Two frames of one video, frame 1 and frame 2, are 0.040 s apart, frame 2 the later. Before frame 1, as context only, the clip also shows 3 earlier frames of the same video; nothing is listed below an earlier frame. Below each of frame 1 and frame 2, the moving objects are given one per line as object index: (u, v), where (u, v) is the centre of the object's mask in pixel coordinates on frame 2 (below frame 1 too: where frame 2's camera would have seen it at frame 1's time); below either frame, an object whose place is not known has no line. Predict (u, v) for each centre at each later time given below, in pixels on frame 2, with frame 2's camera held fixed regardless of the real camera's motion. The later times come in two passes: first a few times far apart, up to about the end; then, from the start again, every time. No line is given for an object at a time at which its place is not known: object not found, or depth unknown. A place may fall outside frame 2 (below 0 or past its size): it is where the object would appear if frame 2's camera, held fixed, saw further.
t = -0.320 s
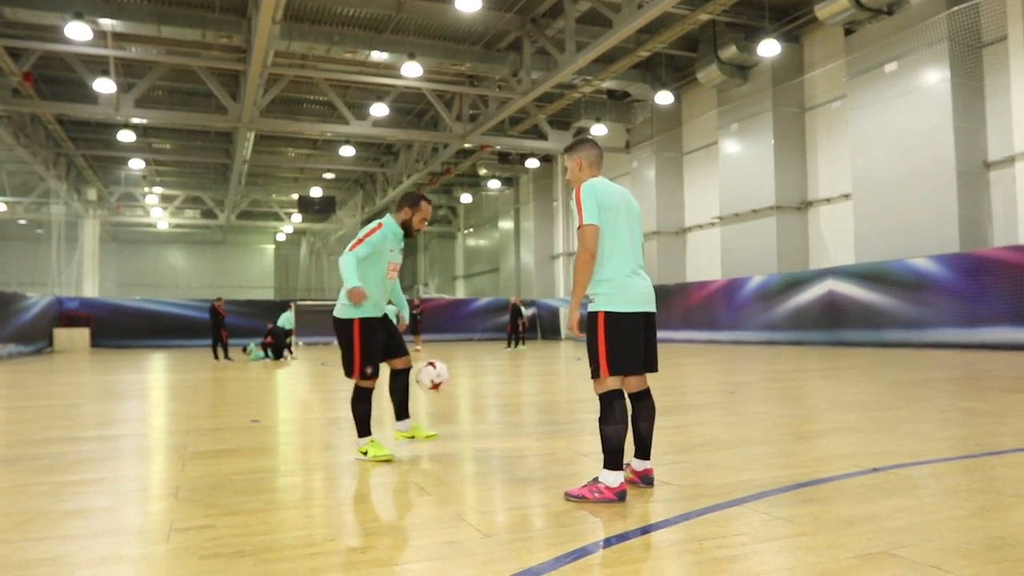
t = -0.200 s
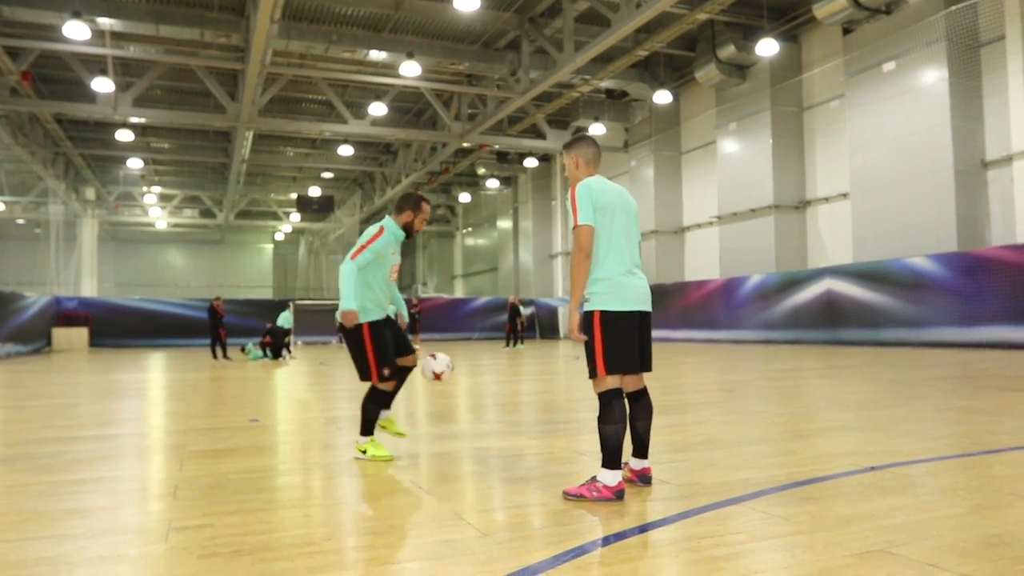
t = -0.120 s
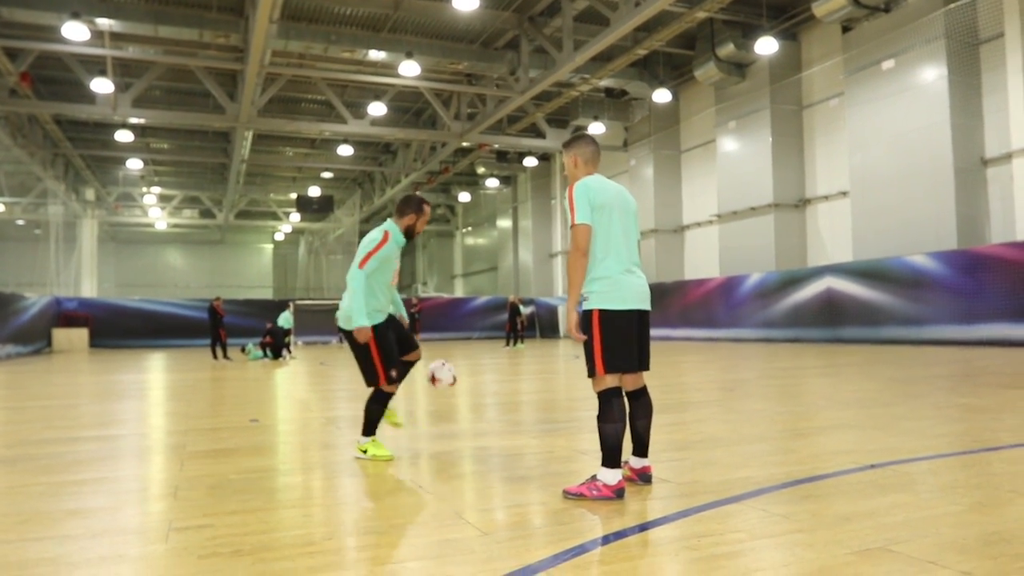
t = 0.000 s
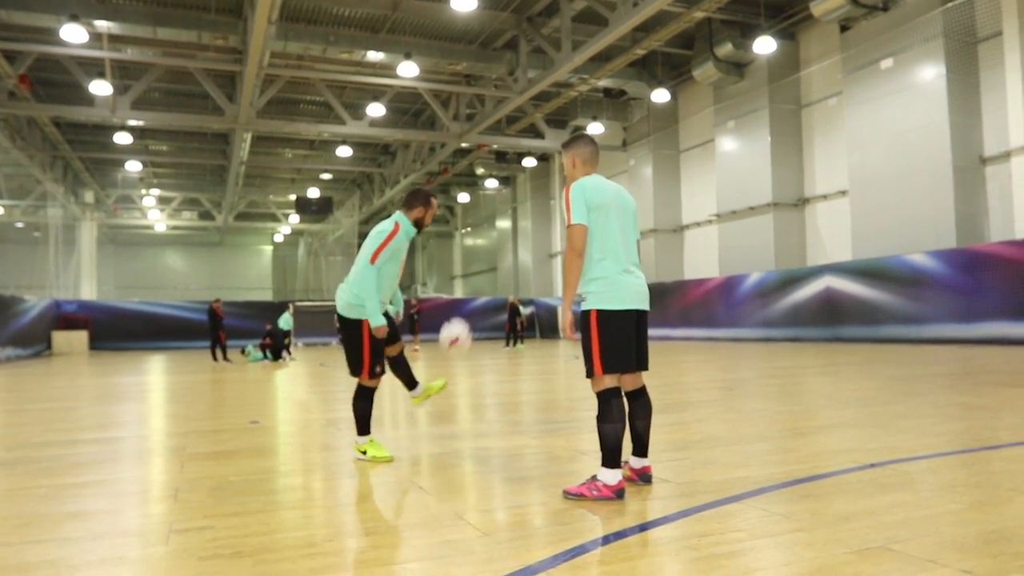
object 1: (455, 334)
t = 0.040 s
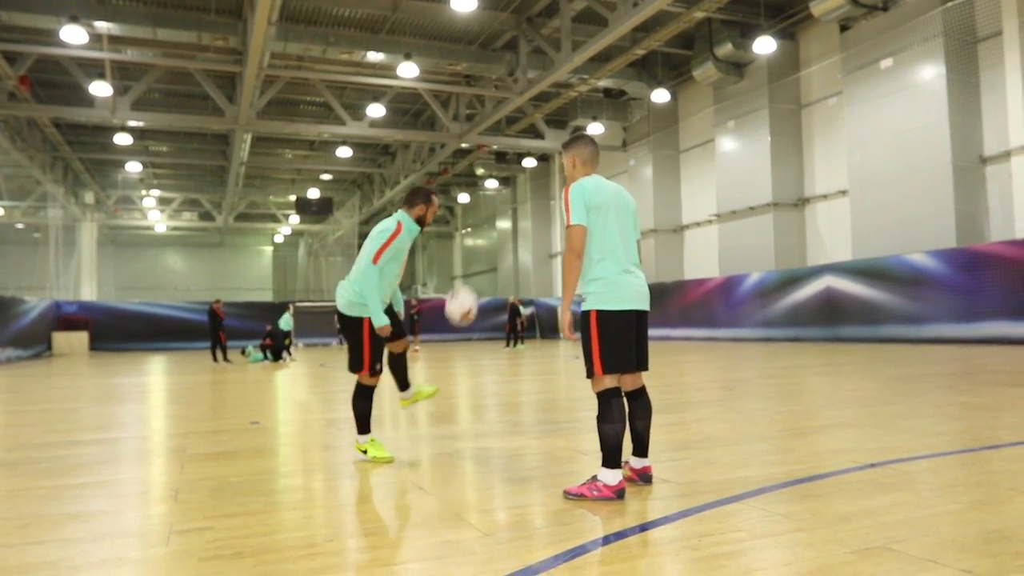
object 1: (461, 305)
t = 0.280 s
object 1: (502, 142)
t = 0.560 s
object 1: (565, 40)
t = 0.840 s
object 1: (665, 89)
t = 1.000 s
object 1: (738, 242)
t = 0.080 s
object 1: (467, 273)
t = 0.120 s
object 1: (474, 244)
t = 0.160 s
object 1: (480, 215)
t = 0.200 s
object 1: (486, 189)
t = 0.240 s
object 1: (494, 164)
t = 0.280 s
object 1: (502, 142)
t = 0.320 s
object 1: (509, 121)
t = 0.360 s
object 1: (516, 101)
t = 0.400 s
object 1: (525, 84)
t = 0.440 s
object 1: (535, 70)
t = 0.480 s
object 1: (544, 57)
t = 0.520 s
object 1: (554, 47)
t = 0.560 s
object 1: (565, 40)
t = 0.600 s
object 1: (576, 37)
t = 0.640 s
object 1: (588, 35)
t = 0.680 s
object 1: (601, 37)
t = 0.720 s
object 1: (616, 43)
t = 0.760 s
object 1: (631, 53)
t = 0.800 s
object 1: (646, 67)
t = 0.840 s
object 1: (665, 89)
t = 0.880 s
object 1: (682, 116)
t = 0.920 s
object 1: (701, 147)
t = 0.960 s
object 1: (715, 193)
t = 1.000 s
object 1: (738, 242)
